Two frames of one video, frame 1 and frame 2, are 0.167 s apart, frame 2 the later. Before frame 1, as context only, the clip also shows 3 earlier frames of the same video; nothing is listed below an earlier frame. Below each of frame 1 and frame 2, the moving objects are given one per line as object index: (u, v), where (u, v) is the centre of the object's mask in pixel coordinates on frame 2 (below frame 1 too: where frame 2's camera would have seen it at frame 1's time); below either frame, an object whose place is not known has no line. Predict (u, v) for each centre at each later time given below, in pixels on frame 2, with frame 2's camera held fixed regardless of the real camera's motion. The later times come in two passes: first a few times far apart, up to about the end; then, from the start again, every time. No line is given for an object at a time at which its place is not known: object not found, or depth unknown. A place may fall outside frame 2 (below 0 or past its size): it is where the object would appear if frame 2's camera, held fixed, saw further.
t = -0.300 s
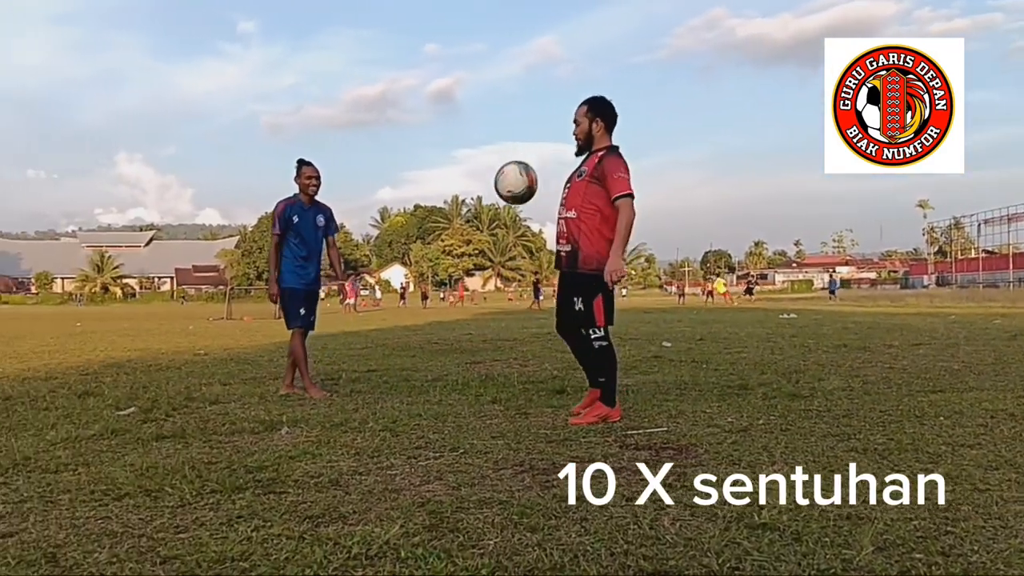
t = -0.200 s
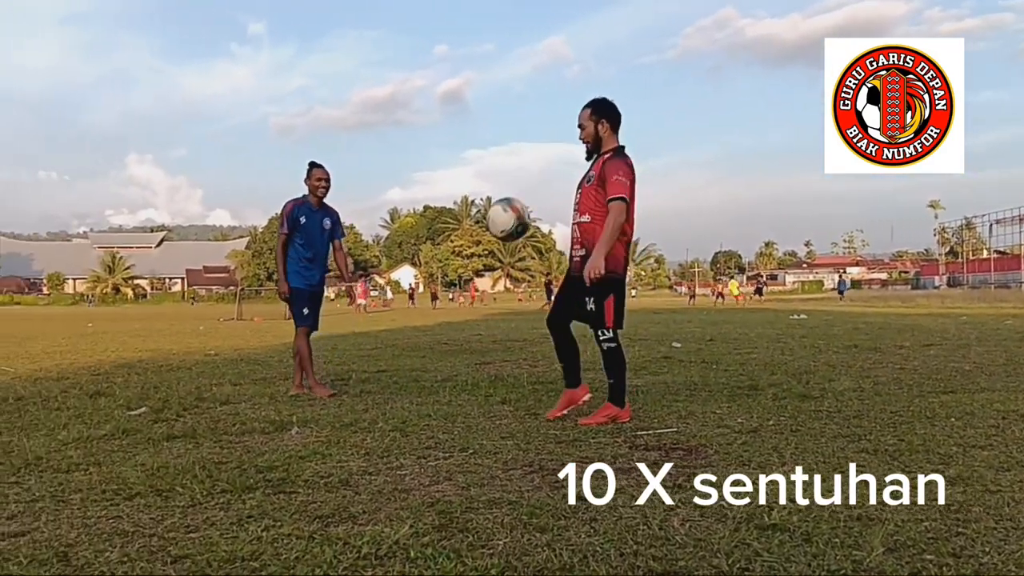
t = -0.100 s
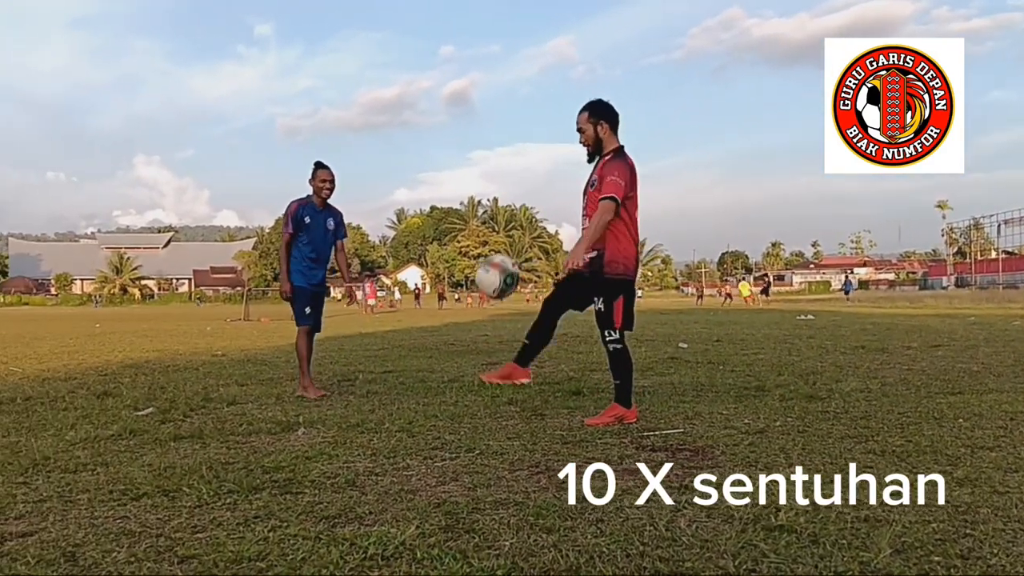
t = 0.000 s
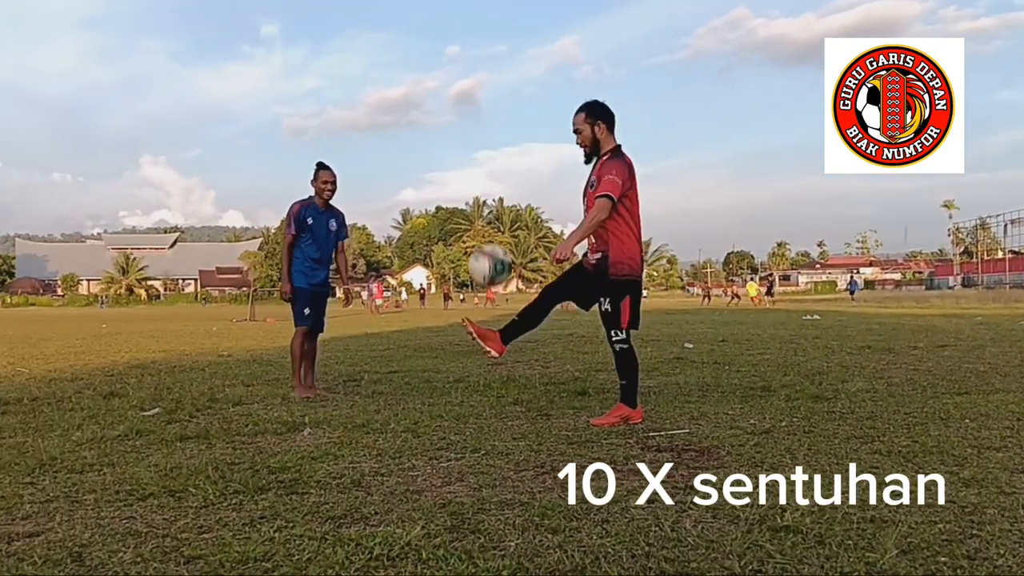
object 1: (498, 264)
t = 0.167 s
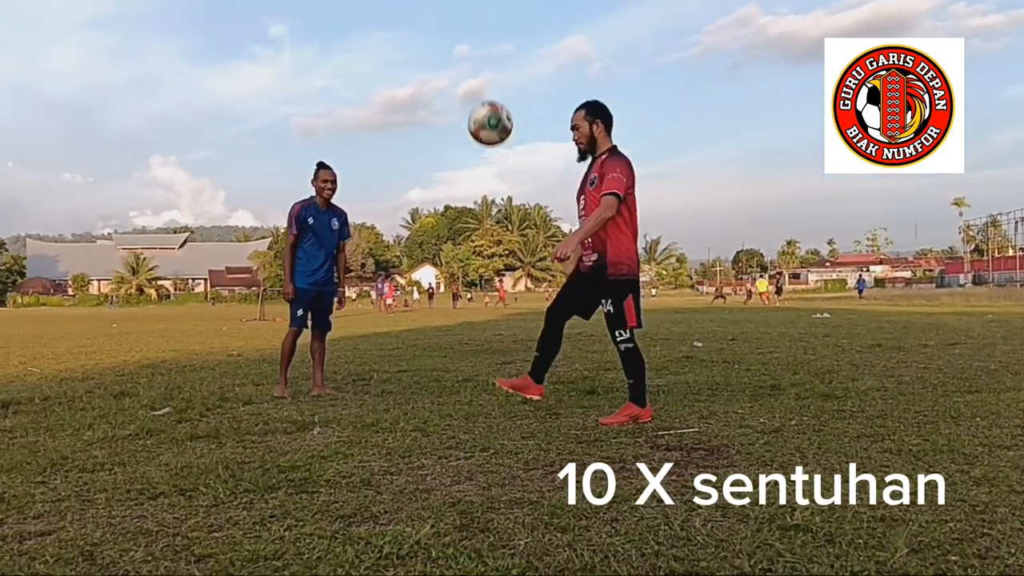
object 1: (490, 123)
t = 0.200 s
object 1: (488, 101)
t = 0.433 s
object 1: (481, 13)
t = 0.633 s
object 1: (477, 14)
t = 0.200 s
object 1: (488, 101)
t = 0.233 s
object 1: (487, 81)
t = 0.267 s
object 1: (486, 63)
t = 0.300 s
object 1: (484, 47)
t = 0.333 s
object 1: (483, 34)
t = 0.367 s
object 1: (482, 23)
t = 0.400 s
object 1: (482, 16)
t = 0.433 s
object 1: (481, 13)
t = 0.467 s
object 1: (480, 11)
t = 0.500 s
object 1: (479, 9)
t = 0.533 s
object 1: (479, 9)
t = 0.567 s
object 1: (478, 9)
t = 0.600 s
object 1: (478, 10)
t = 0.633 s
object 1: (477, 14)
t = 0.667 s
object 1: (476, 24)
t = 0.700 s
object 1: (476, 36)
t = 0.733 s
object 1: (475, 51)
